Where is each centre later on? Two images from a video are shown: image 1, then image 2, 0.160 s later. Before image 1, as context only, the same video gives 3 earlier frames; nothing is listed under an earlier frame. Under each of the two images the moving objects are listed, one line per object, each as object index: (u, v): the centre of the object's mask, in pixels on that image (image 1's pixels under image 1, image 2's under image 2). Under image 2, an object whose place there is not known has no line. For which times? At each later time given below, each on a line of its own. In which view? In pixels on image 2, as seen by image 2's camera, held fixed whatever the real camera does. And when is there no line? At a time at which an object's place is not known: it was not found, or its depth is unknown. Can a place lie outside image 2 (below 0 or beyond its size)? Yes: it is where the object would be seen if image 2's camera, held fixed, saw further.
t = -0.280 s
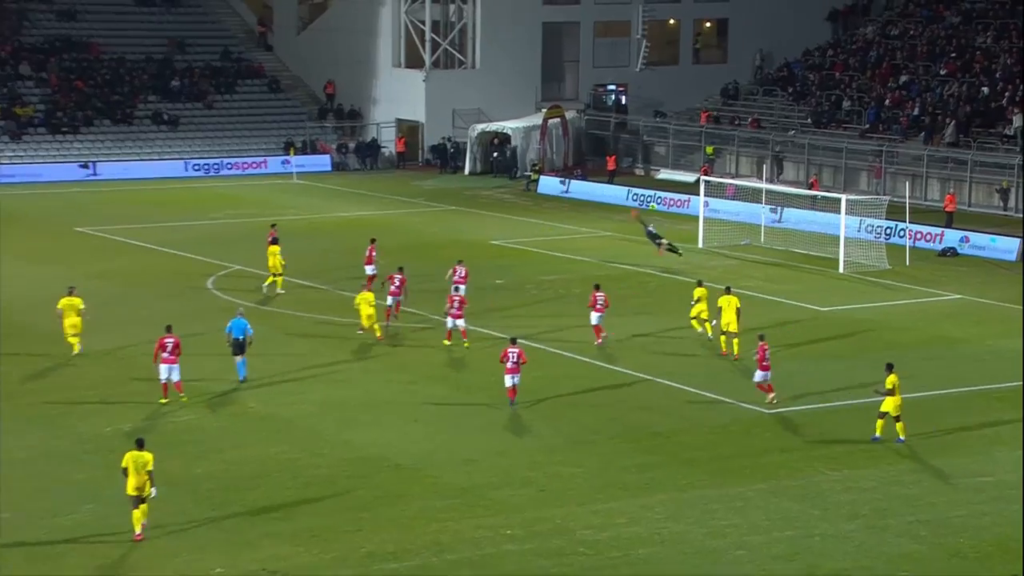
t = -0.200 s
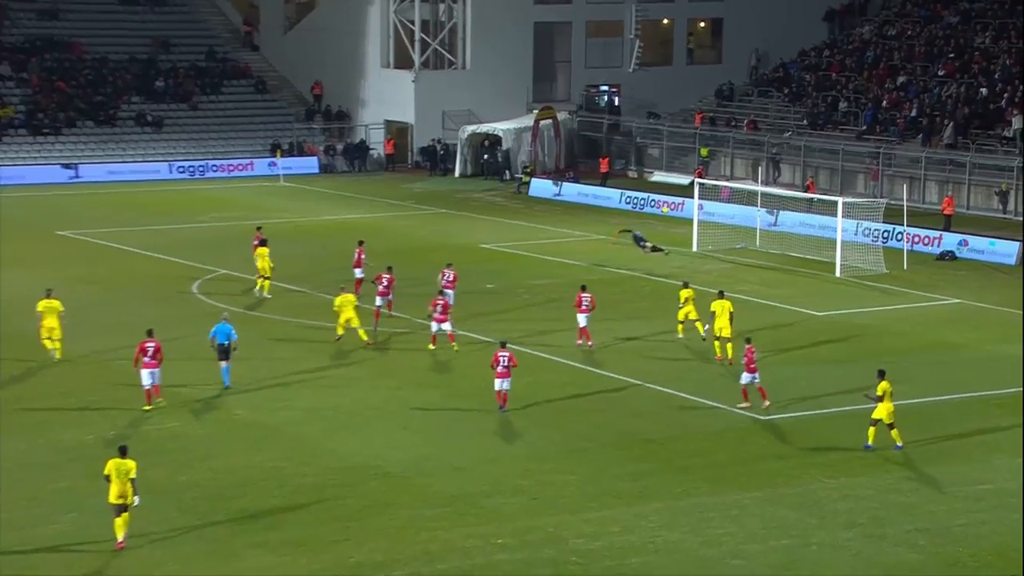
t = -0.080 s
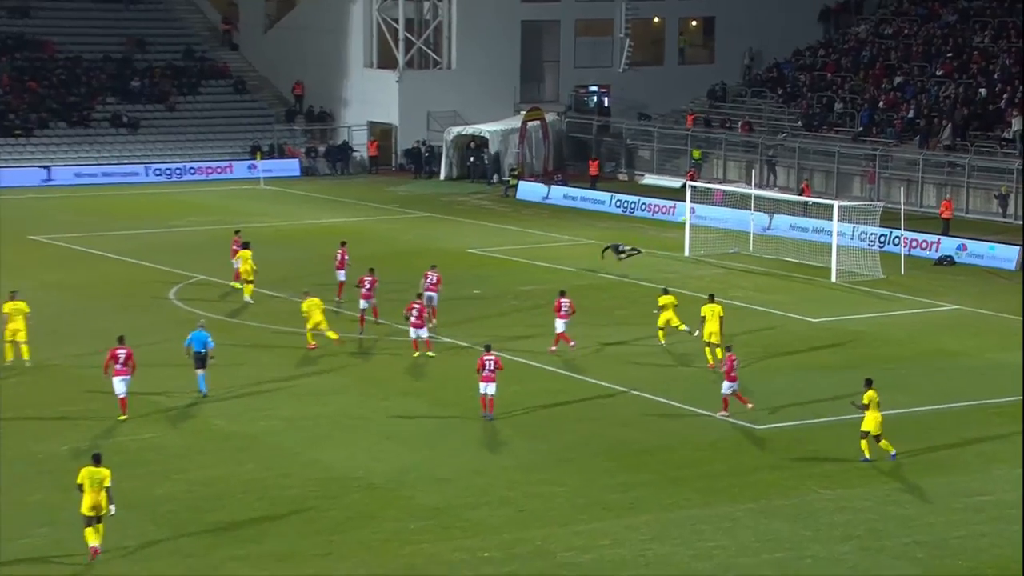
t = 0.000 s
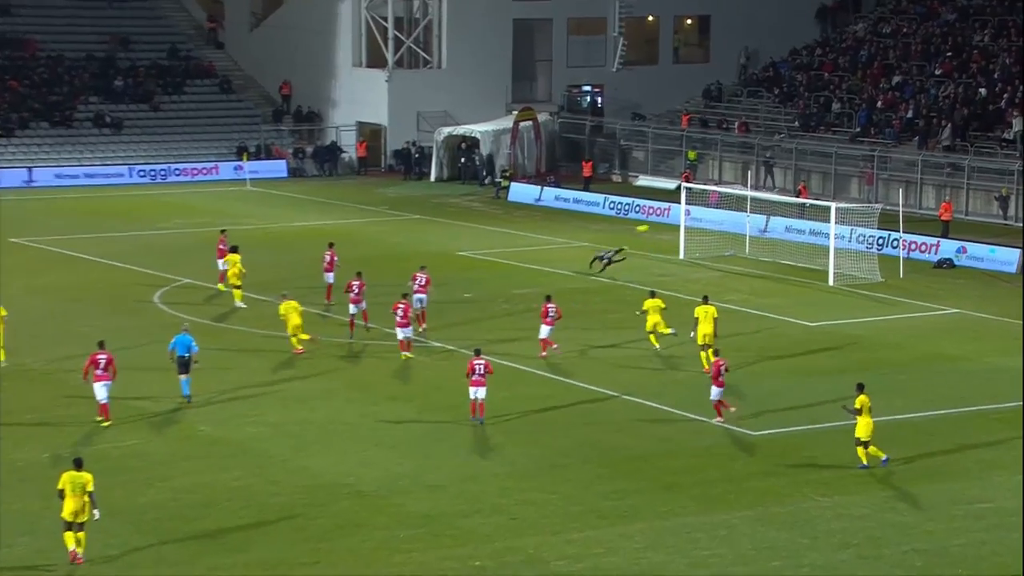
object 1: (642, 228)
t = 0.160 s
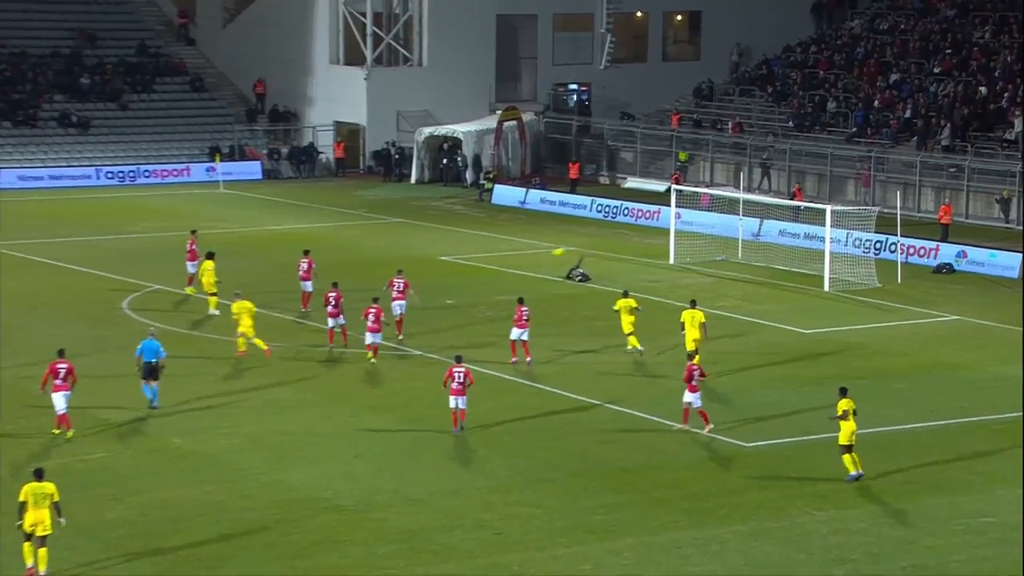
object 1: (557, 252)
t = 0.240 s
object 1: (523, 258)
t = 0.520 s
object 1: (420, 238)
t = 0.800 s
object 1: (325, 243)
